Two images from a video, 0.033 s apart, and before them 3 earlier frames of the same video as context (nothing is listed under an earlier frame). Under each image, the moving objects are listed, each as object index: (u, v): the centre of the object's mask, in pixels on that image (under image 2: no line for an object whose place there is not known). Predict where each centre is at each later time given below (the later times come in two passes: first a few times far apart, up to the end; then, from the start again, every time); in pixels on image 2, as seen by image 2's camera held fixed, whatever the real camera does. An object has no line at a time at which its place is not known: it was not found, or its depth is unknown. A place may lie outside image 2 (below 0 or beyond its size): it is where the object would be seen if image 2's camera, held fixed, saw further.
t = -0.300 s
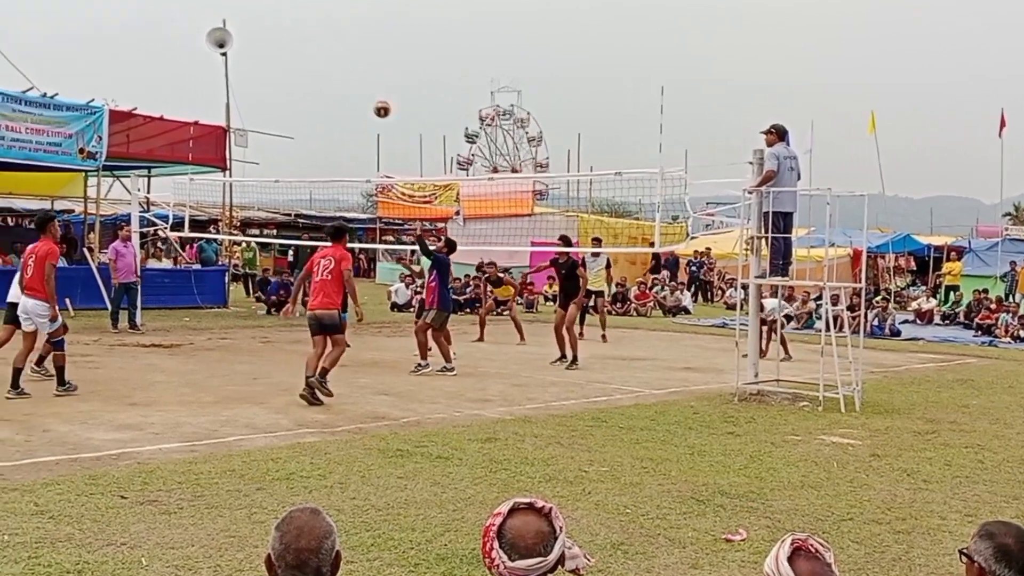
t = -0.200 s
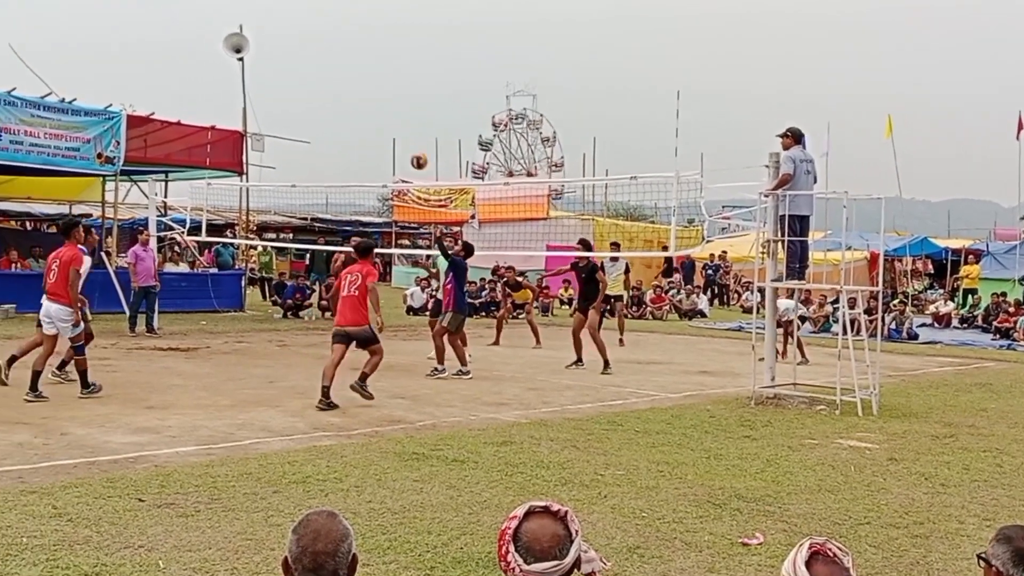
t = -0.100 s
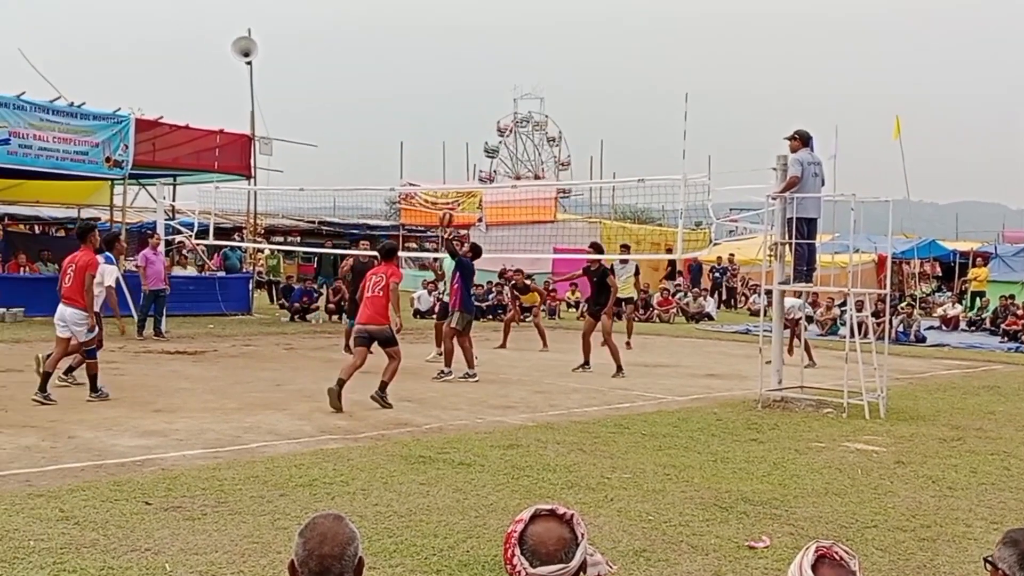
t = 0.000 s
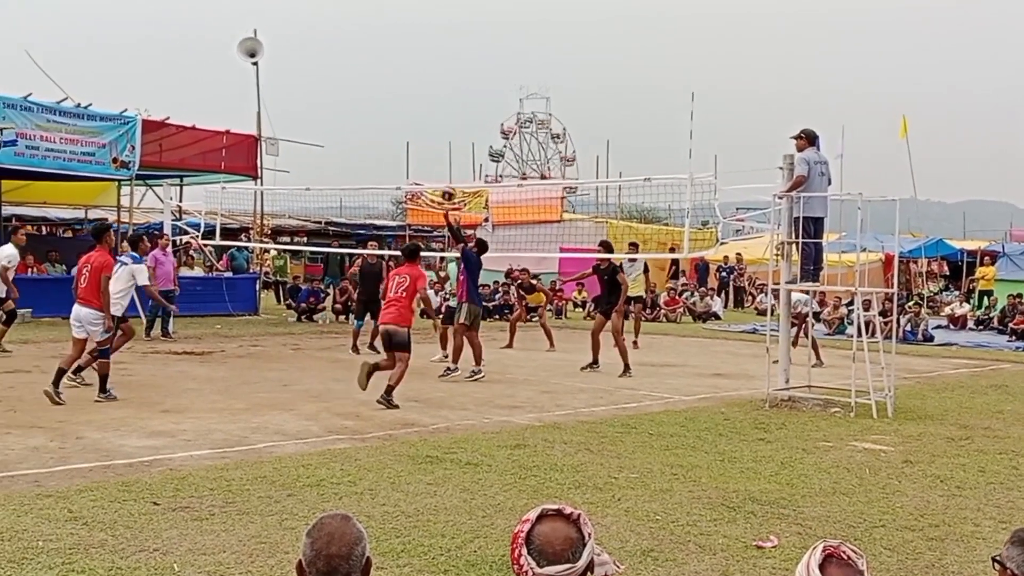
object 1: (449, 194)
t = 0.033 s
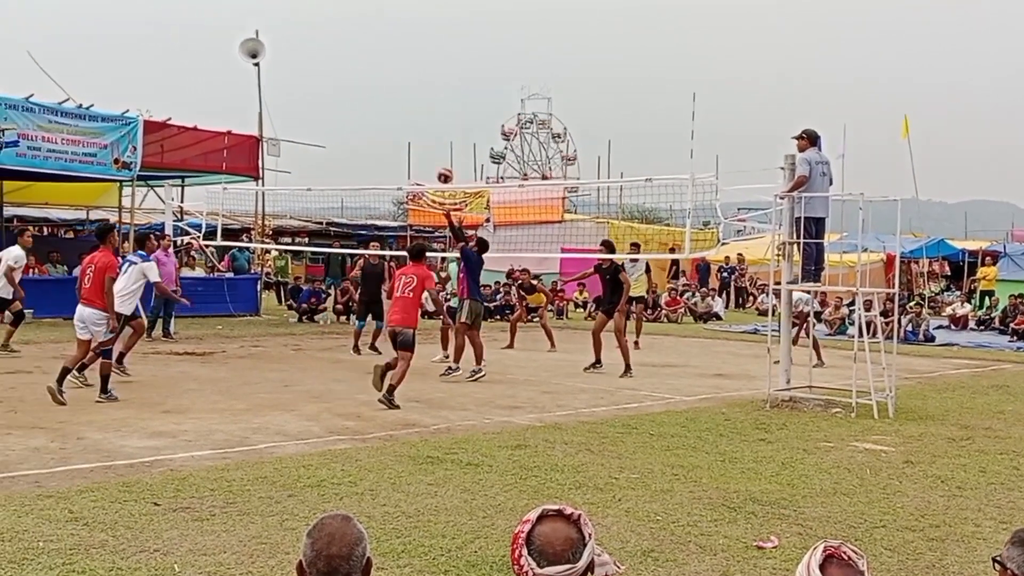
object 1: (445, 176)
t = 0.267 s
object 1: (413, 76)
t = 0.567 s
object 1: (377, 18)
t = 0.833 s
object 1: (344, 25)
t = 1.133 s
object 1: (311, 93)
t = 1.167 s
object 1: (307, 104)
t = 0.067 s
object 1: (440, 159)
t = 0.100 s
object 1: (436, 142)
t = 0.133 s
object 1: (431, 127)
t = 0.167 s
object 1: (426, 113)
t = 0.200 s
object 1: (422, 100)
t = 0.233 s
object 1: (417, 88)
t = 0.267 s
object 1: (413, 76)
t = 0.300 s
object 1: (409, 66)
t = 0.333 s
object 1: (405, 57)
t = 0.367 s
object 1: (401, 48)
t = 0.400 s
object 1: (397, 41)
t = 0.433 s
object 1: (393, 34)
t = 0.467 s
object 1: (389, 29)
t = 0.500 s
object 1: (384, 25)
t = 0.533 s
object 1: (381, 21)
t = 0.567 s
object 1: (377, 18)
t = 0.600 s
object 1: (373, 16)
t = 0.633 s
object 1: (369, 15)
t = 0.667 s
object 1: (364, 15)
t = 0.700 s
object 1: (360, 15)
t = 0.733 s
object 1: (356, 17)
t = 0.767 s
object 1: (353, 19)
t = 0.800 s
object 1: (348, 21)
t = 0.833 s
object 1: (344, 25)
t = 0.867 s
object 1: (341, 30)
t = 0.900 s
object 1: (337, 35)
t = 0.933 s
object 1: (333, 41)
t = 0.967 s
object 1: (329, 48)
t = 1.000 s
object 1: (325, 56)
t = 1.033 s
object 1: (321, 64)
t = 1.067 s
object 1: (318, 73)
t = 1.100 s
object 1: (314, 83)
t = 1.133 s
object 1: (311, 93)
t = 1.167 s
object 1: (307, 104)
